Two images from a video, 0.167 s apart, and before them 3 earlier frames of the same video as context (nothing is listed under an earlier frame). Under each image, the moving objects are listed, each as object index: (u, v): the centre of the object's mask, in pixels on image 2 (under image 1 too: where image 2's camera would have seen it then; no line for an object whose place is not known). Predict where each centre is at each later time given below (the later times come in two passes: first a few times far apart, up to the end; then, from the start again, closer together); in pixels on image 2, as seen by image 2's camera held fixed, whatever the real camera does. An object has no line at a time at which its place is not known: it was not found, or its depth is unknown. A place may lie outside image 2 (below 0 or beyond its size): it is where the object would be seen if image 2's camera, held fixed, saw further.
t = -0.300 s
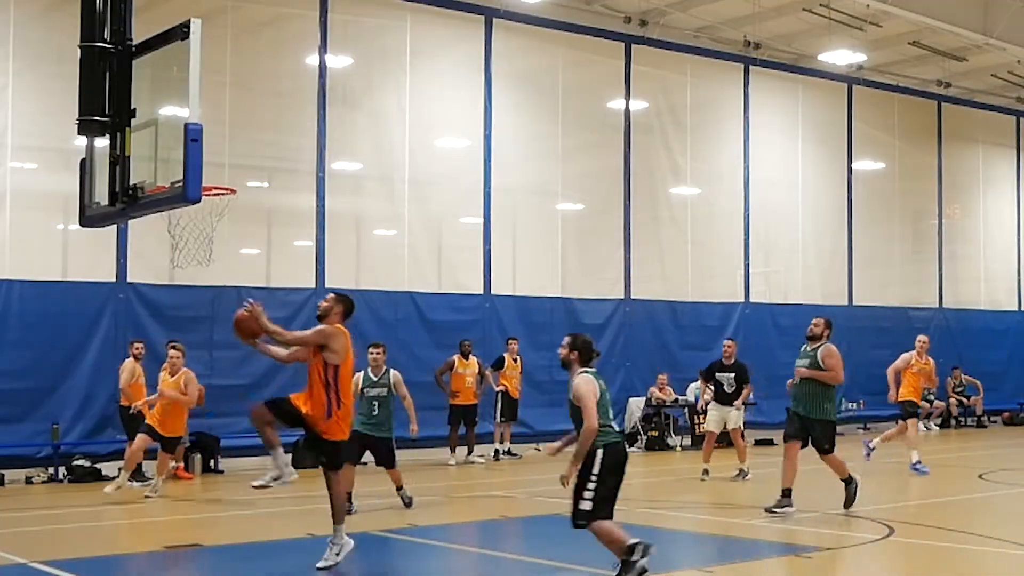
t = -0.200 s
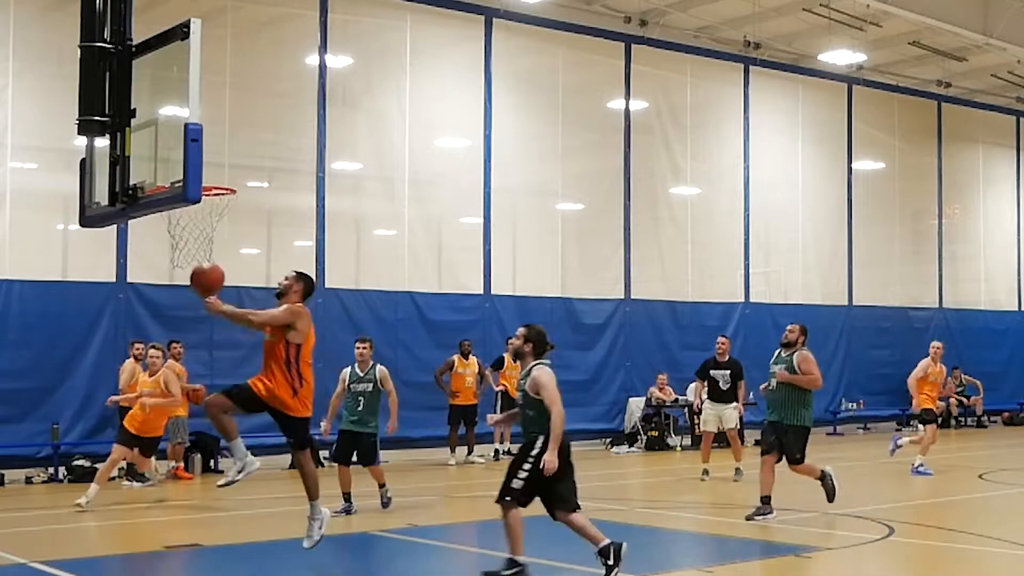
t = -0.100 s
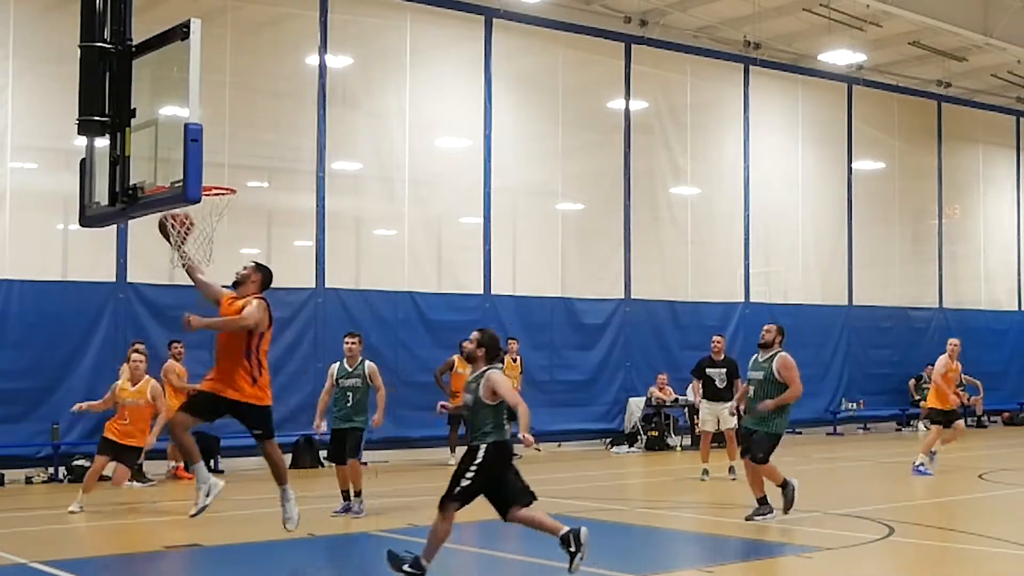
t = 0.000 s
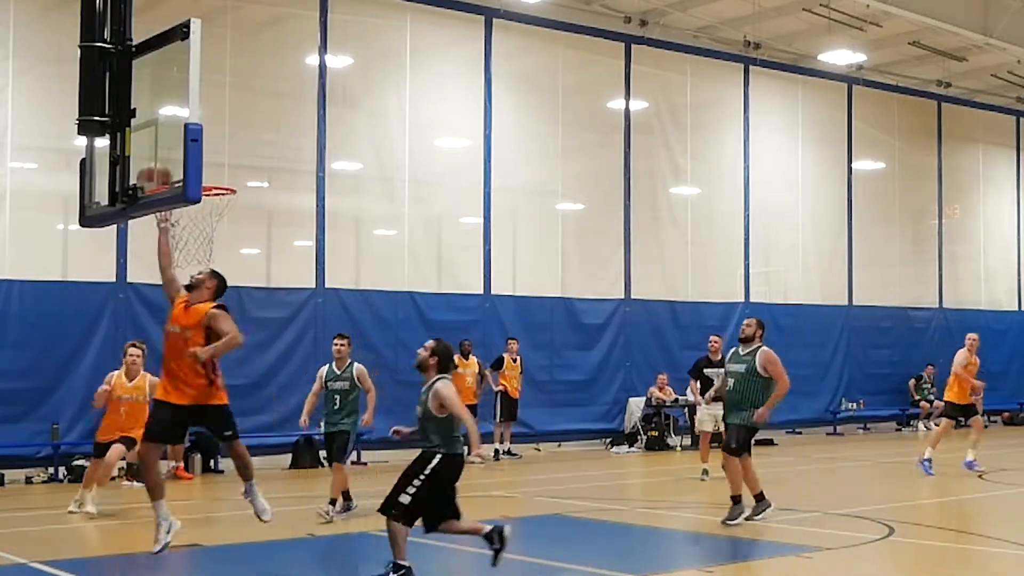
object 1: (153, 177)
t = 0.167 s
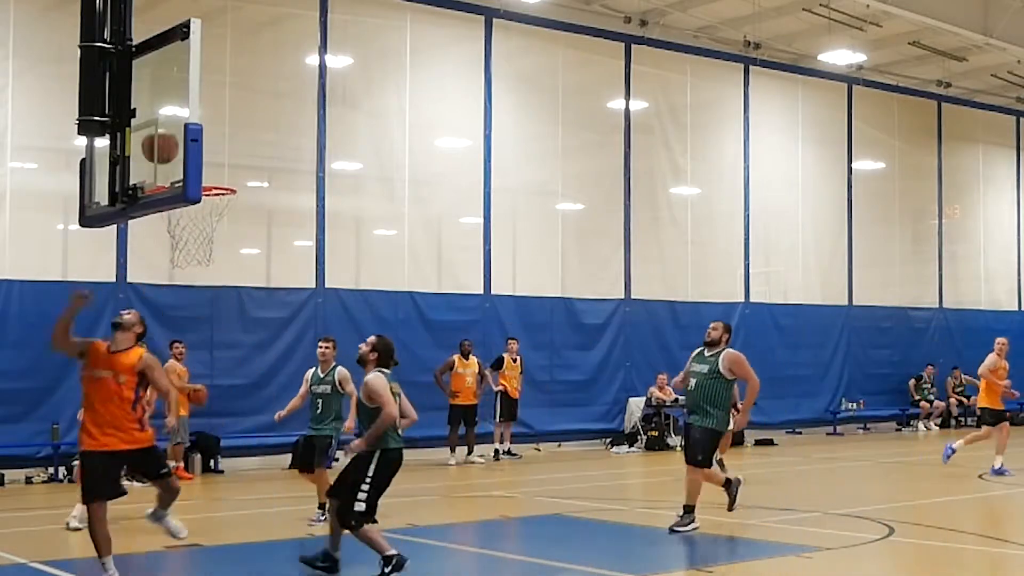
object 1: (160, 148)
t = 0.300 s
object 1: (207, 157)
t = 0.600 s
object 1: (210, 178)
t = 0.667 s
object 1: (202, 201)
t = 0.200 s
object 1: (167, 147)
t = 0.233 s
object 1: (172, 149)
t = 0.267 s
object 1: (176, 152)
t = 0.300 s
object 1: (207, 157)
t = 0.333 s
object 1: (211, 163)
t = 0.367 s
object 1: (216, 170)
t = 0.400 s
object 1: (220, 176)
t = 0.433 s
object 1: (218, 174)
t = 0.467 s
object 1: (216, 173)
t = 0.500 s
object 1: (215, 172)
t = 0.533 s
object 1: (213, 174)
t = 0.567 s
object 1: (212, 176)
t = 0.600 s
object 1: (210, 178)
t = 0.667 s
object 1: (202, 201)
